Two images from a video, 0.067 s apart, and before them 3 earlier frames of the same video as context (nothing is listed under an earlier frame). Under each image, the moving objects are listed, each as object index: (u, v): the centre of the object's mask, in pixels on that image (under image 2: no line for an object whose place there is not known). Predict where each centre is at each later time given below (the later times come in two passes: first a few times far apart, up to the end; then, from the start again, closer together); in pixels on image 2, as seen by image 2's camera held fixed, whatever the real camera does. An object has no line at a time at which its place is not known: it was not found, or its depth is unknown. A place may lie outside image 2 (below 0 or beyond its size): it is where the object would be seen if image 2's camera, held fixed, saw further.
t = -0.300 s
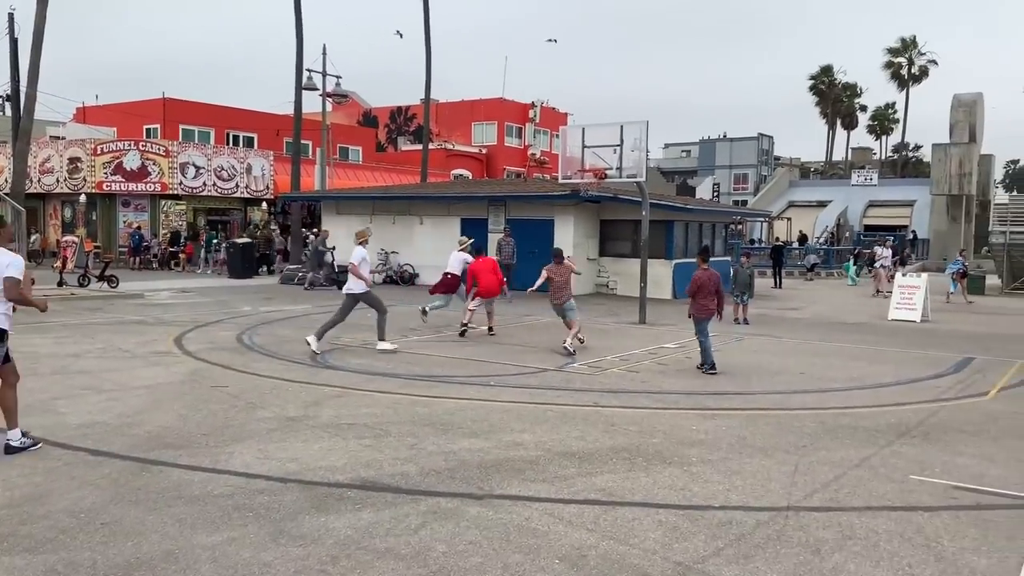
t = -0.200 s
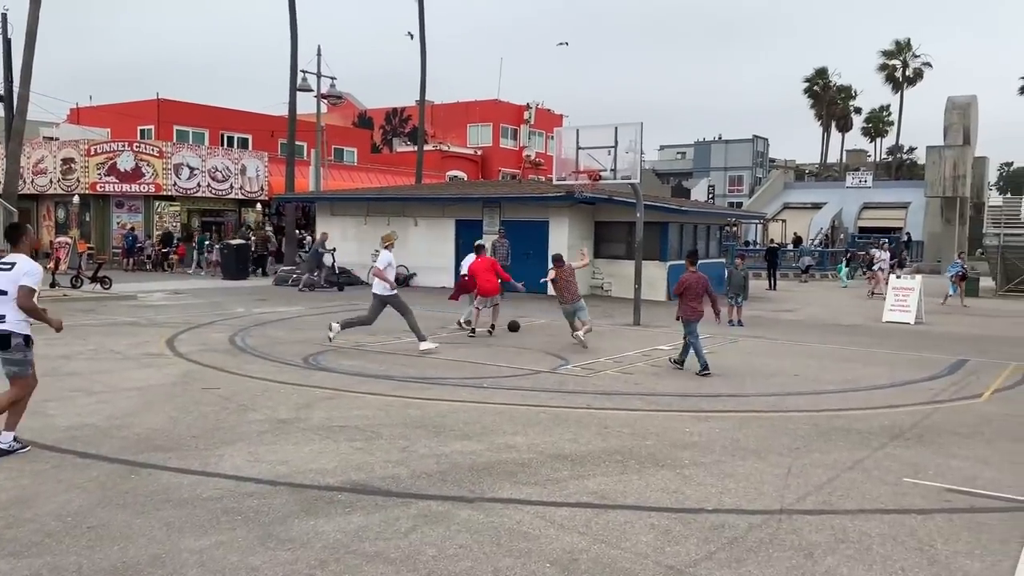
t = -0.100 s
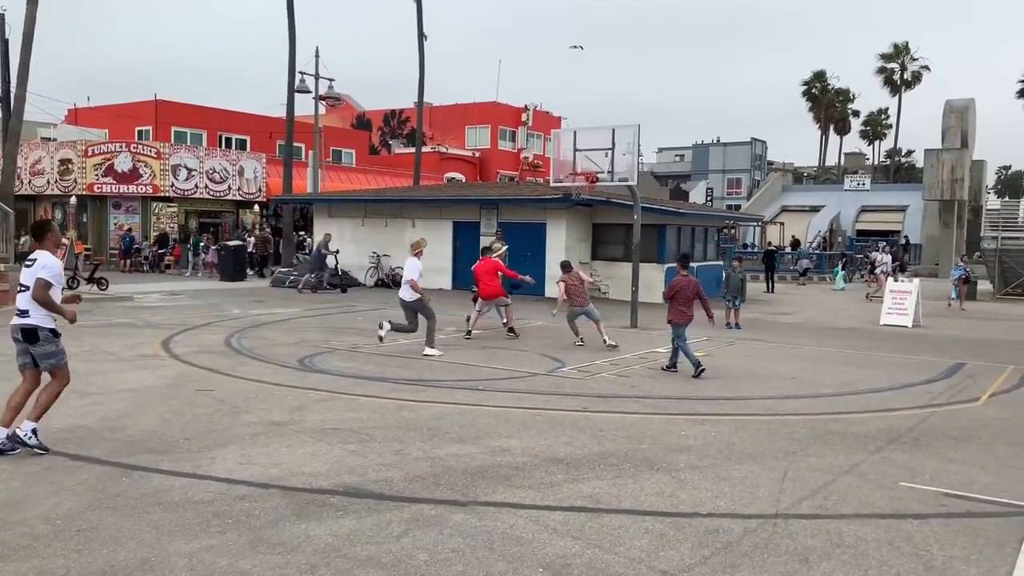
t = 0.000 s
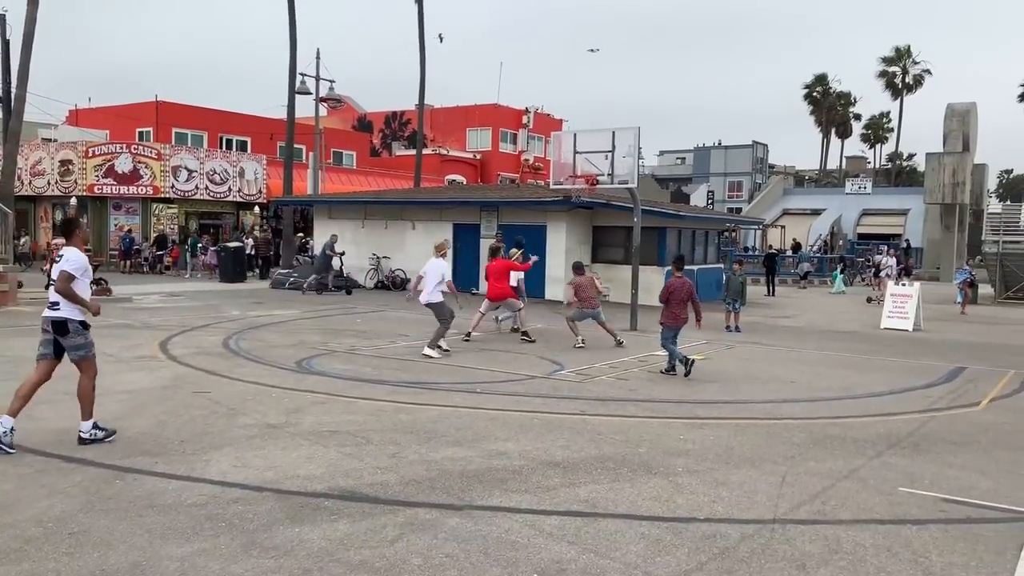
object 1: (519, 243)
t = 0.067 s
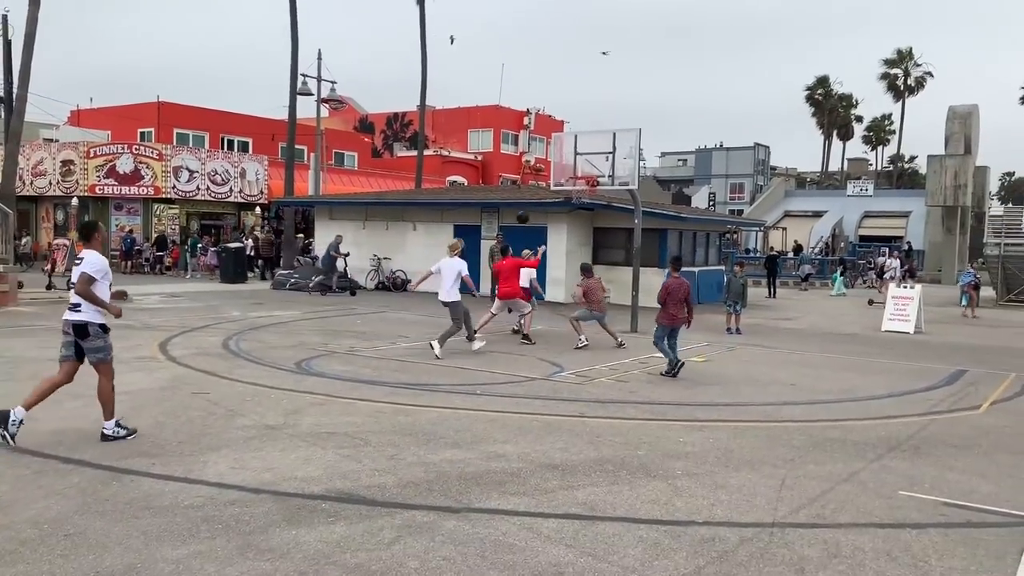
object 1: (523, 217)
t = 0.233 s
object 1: (529, 160)
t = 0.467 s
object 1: (541, 105)
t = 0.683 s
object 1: (551, 81)
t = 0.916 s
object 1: (561, 85)
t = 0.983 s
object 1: (564, 92)
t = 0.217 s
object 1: (528, 166)
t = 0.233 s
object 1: (529, 160)
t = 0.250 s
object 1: (530, 156)
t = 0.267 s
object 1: (530, 151)
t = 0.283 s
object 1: (531, 146)
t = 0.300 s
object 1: (532, 142)
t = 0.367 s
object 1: (535, 126)
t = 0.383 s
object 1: (536, 122)
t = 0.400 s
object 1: (537, 118)
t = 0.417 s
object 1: (538, 114)
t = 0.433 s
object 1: (539, 111)
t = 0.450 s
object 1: (540, 108)
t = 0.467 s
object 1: (541, 105)
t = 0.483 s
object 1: (541, 102)
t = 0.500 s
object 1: (542, 99)
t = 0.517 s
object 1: (543, 97)
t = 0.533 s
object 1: (544, 95)
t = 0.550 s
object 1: (545, 92)
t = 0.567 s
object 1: (546, 90)
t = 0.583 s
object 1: (546, 88)
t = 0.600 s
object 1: (547, 87)
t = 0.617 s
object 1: (548, 85)
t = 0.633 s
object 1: (549, 84)
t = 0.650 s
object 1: (550, 83)
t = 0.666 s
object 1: (551, 81)
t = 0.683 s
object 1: (551, 81)
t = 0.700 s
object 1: (552, 80)
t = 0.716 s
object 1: (553, 79)
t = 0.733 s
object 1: (553, 79)
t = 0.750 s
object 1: (554, 78)
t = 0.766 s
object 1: (555, 78)
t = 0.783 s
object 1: (556, 78)
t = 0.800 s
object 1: (557, 79)
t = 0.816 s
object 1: (557, 79)
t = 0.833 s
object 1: (558, 80)
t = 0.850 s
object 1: (559, 80)
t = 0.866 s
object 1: (559, 81)
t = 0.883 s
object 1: (560, 82)
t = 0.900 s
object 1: (561, 83)
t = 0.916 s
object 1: (561, 85)
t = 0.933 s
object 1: (562, 86)
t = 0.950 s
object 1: (563, 88)
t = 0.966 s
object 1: (563, 90)
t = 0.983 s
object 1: (564, 92)
